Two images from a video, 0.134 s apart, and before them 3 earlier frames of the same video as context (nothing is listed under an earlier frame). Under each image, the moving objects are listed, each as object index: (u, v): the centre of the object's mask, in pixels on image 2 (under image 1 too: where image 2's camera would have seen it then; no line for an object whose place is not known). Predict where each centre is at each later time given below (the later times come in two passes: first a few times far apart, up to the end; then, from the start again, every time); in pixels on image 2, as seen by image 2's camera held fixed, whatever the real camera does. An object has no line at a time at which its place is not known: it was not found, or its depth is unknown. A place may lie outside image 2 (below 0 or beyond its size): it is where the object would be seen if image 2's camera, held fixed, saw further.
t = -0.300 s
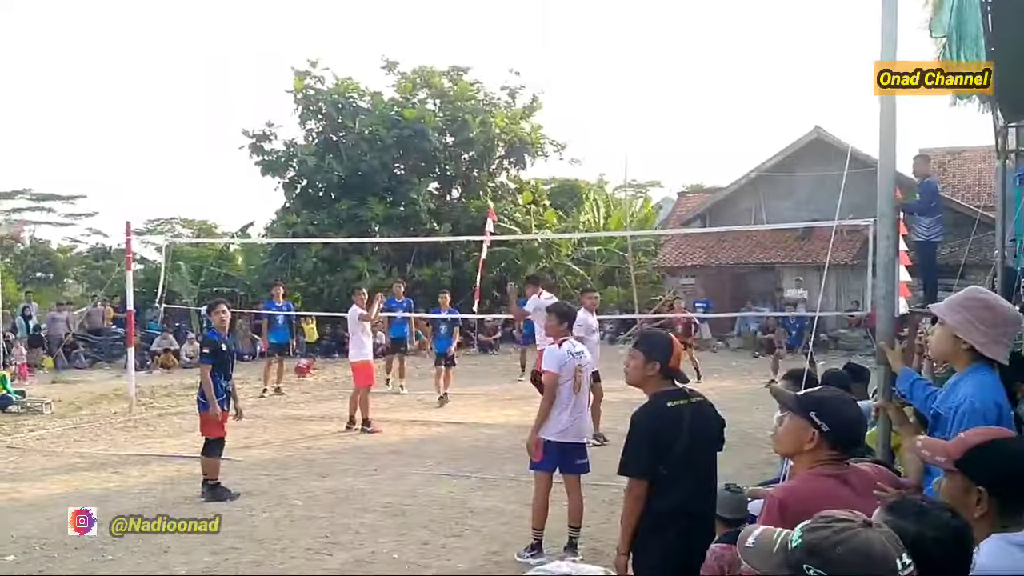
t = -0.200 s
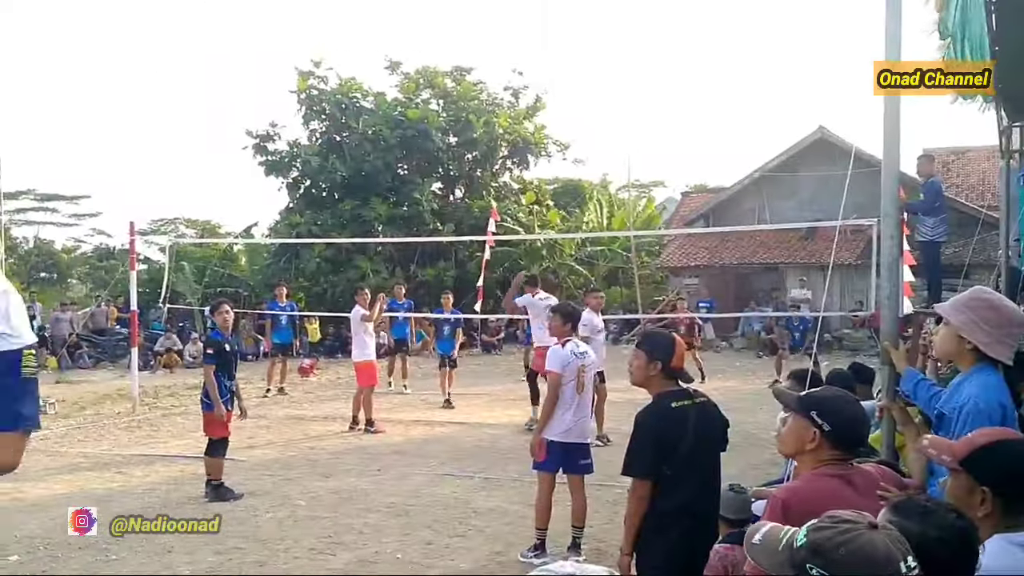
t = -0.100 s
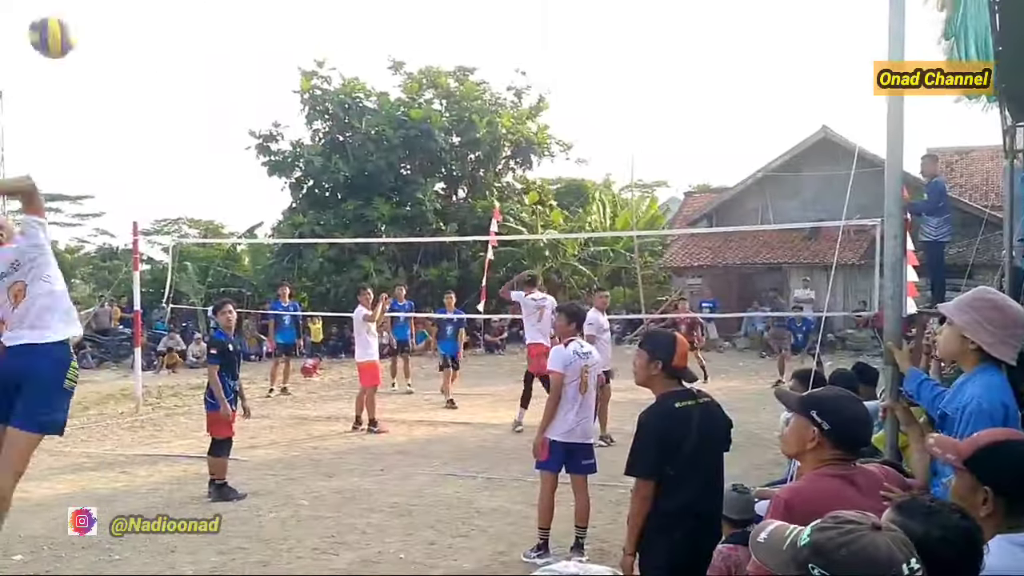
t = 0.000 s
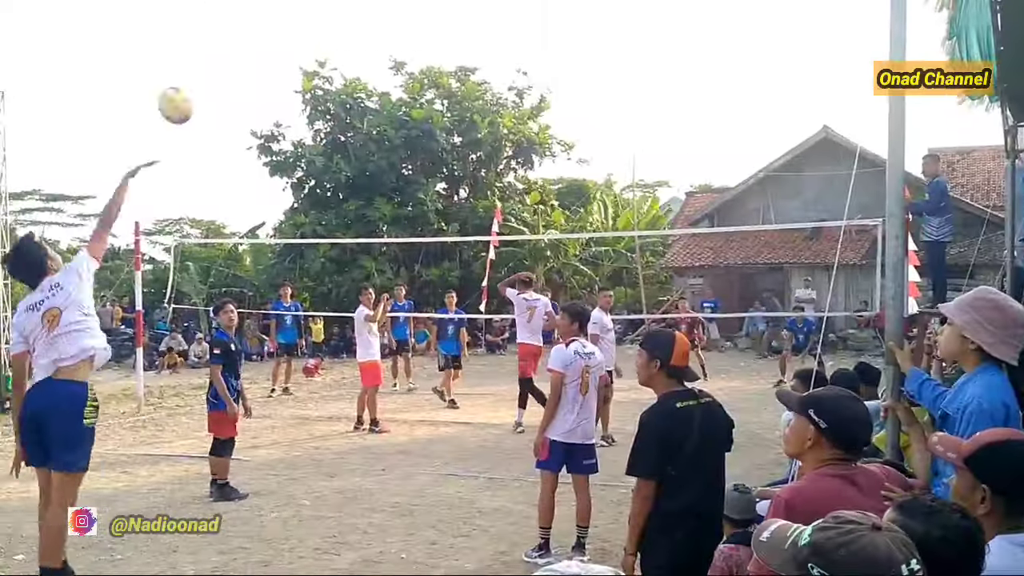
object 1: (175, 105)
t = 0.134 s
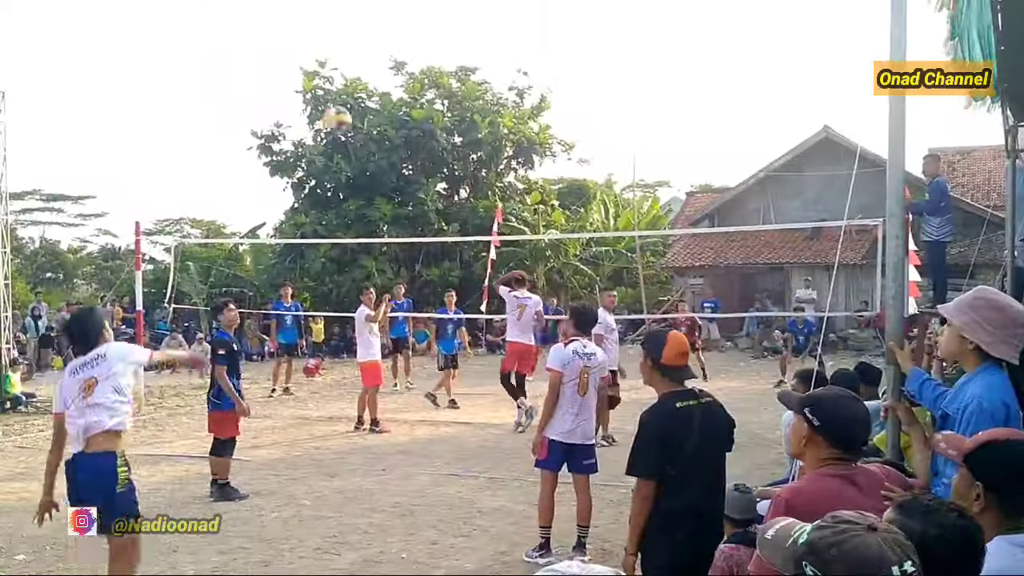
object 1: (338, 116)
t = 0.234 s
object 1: (398, 141)
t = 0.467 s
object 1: (466, 200)
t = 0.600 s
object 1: (485, 245)
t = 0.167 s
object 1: (360, 123)
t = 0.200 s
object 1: (381, 131)
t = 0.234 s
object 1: (398, 141)
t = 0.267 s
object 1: (412, 150)
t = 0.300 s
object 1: (425, 158)
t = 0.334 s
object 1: (436, 166)
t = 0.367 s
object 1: (446, 175)
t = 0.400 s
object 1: (453, 185)
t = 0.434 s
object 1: (461, 193)
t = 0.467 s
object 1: (466, 200)
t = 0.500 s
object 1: (473, 213)
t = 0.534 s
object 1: (479, 223)
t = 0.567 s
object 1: (483, 231)
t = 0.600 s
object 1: (485, 245)
